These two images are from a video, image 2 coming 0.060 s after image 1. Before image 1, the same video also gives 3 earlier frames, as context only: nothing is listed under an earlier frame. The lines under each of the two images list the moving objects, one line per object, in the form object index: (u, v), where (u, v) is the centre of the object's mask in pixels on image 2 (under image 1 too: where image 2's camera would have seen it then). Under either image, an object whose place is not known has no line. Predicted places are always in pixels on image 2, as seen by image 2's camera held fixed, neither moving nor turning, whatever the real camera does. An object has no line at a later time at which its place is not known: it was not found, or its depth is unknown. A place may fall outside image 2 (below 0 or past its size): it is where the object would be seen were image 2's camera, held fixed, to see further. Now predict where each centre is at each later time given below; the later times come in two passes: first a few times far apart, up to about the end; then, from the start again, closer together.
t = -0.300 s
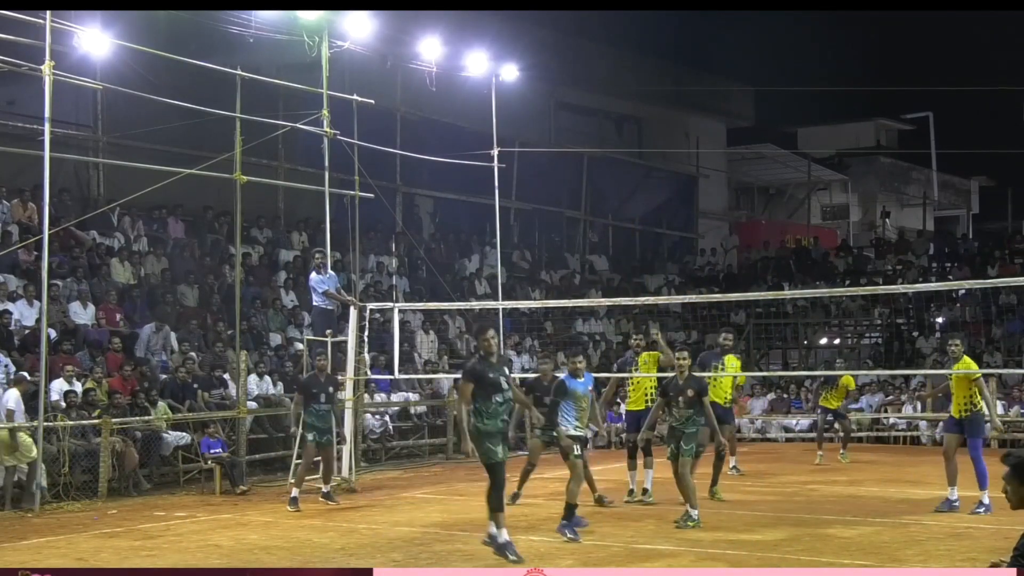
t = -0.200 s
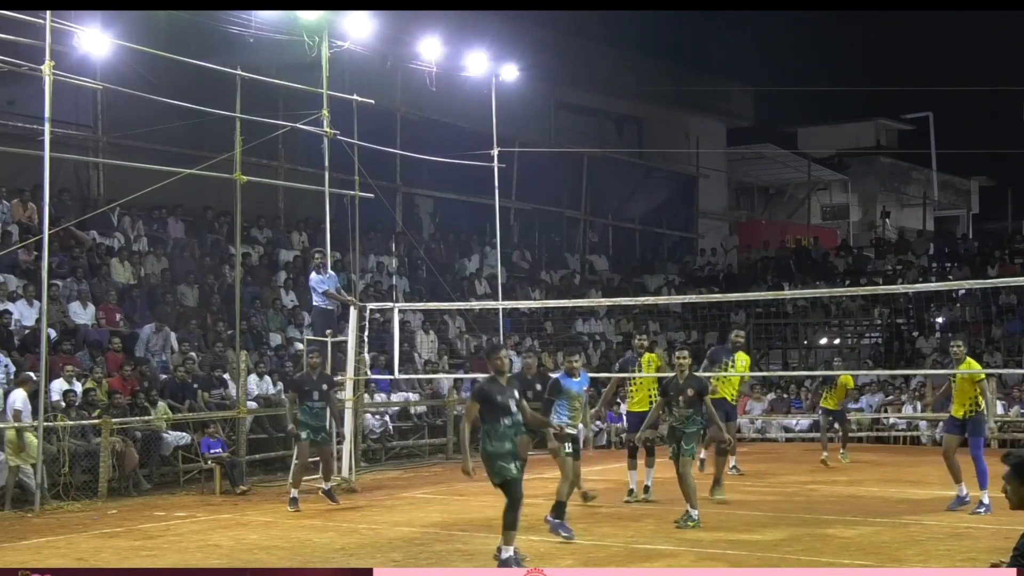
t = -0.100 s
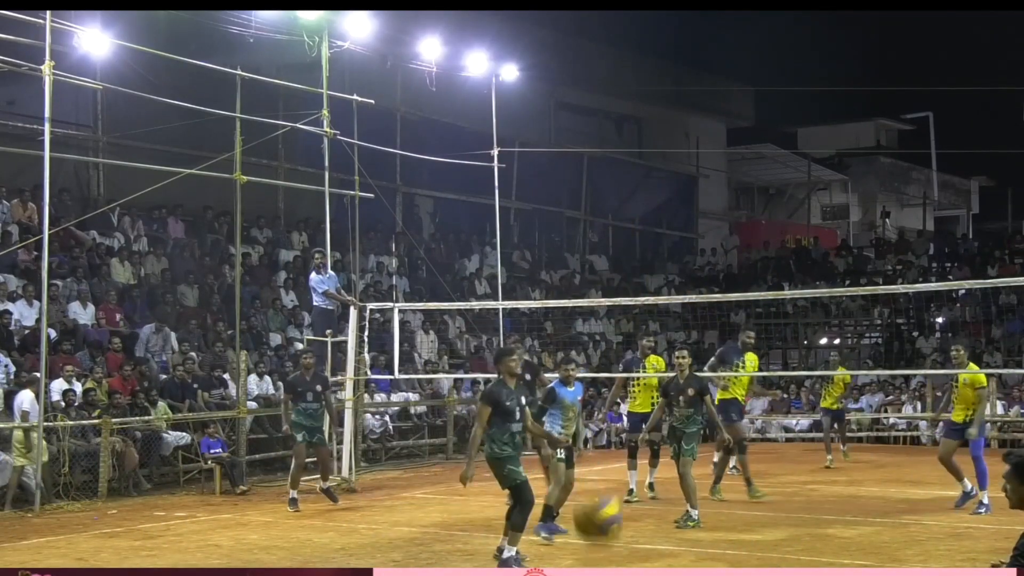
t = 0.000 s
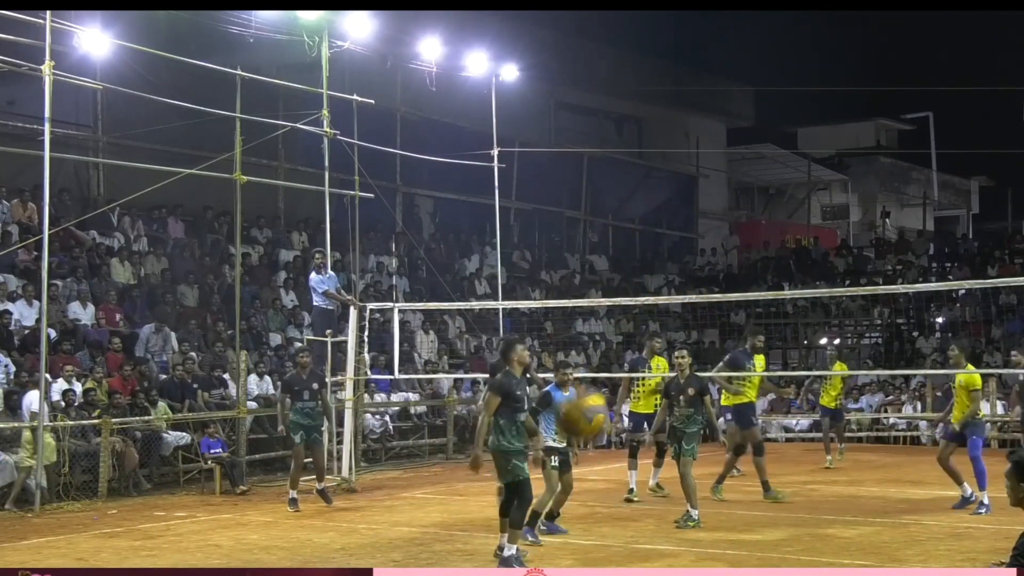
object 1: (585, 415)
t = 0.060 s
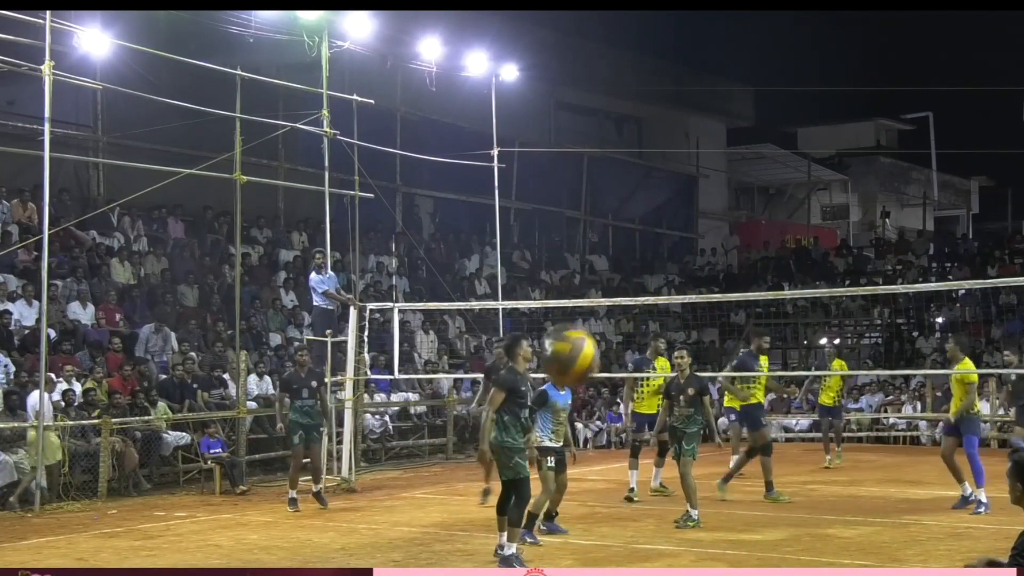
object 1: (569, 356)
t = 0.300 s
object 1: (507, 172)
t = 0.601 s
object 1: (333, 173)
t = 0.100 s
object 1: (563, 321)
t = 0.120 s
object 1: (557, 305)
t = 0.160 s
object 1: (548, 267)
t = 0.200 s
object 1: (537, 238)
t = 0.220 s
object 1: (533, 225)
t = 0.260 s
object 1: (520, 194)
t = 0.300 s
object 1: (507, 172)
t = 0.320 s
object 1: (499, 160)
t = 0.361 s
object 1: (484, 138)
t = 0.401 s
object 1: (465, 126)
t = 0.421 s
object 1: (457, 122)
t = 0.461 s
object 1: (435, 113)
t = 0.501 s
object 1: (412, 118)
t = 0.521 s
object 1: (398, 125)
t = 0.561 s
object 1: (369, 139)
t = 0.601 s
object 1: (333, 173)
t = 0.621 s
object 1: (311, 200)
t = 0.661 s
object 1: (260, 265)
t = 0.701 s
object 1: (198, 362)
